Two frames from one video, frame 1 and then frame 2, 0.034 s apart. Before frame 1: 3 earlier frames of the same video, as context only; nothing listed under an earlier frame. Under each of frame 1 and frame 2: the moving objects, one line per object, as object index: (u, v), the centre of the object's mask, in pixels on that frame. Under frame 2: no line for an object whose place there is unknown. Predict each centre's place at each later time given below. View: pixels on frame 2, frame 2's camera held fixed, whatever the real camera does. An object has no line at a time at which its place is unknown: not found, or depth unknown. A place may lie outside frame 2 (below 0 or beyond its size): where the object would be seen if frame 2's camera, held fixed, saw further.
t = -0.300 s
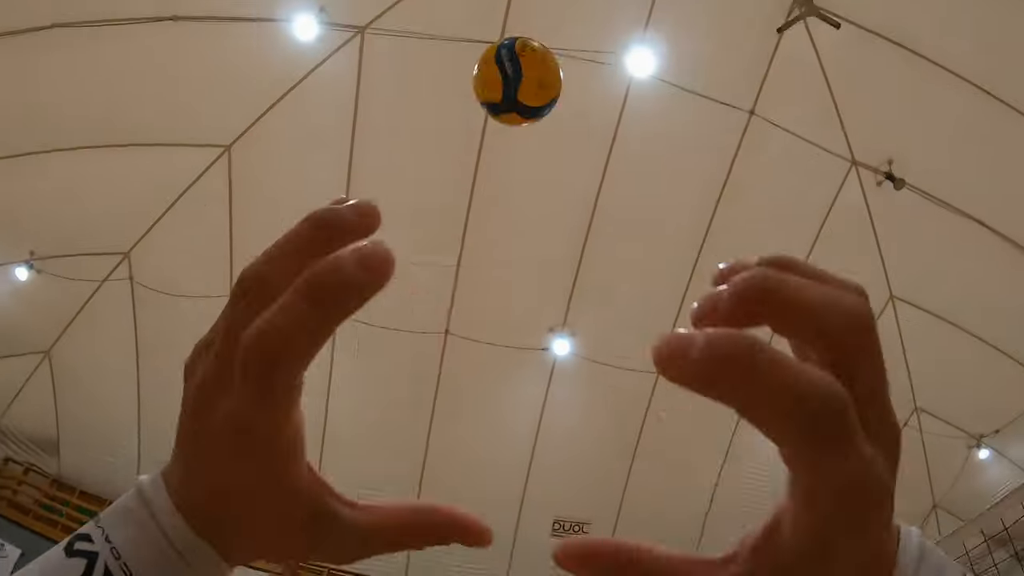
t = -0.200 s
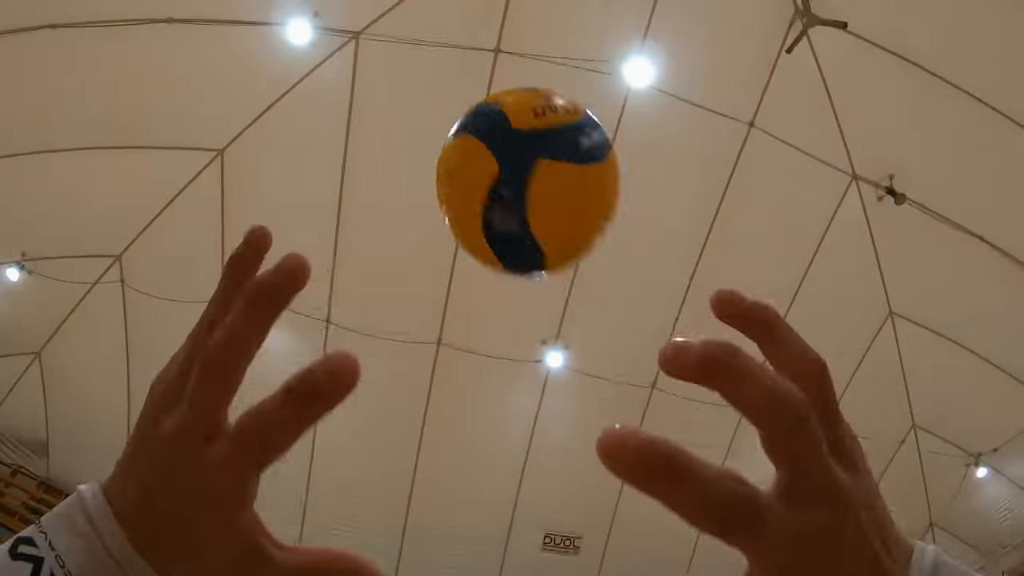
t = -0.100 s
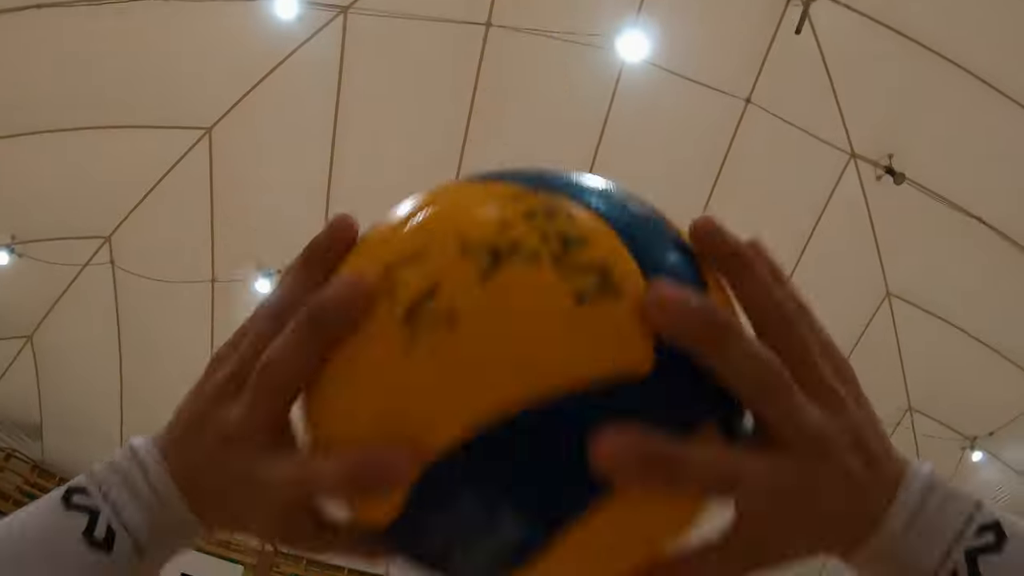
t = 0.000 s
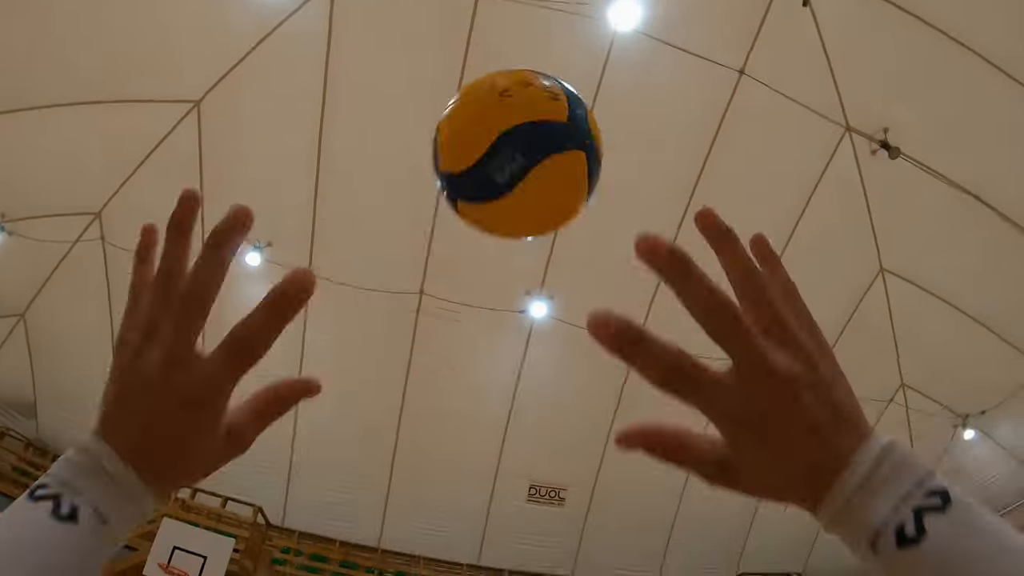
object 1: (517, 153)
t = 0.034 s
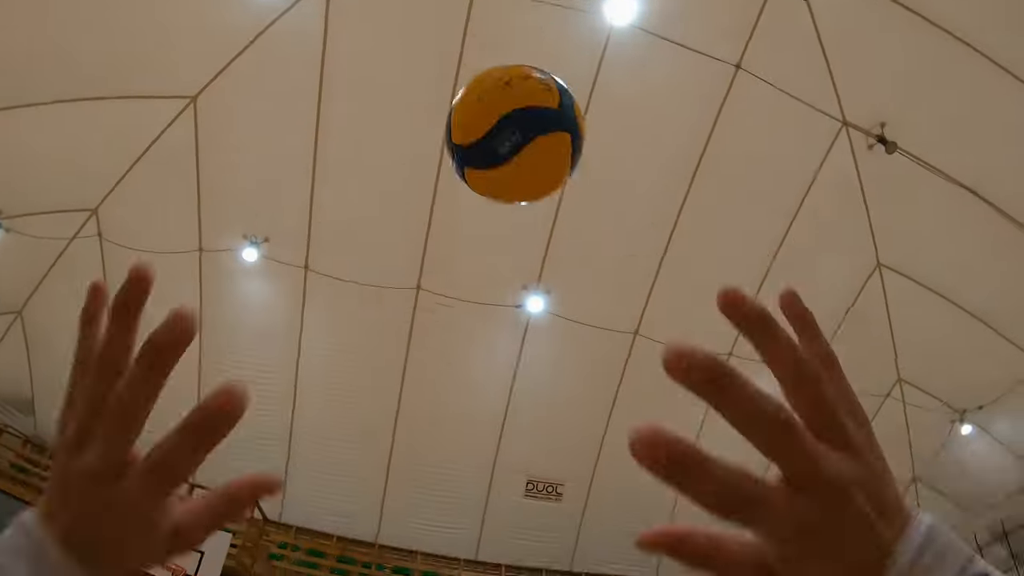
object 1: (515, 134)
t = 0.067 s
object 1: (518, 127)
